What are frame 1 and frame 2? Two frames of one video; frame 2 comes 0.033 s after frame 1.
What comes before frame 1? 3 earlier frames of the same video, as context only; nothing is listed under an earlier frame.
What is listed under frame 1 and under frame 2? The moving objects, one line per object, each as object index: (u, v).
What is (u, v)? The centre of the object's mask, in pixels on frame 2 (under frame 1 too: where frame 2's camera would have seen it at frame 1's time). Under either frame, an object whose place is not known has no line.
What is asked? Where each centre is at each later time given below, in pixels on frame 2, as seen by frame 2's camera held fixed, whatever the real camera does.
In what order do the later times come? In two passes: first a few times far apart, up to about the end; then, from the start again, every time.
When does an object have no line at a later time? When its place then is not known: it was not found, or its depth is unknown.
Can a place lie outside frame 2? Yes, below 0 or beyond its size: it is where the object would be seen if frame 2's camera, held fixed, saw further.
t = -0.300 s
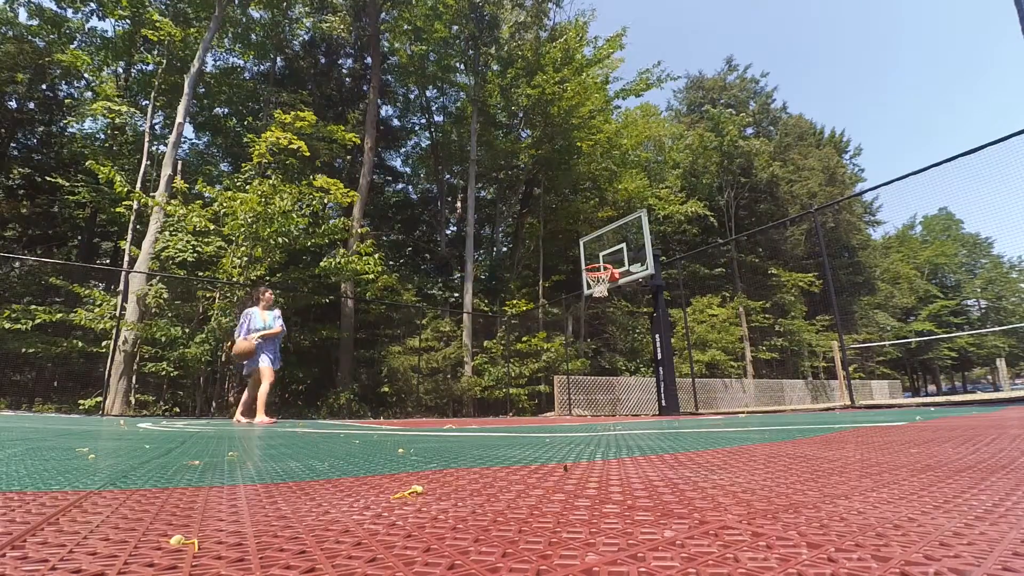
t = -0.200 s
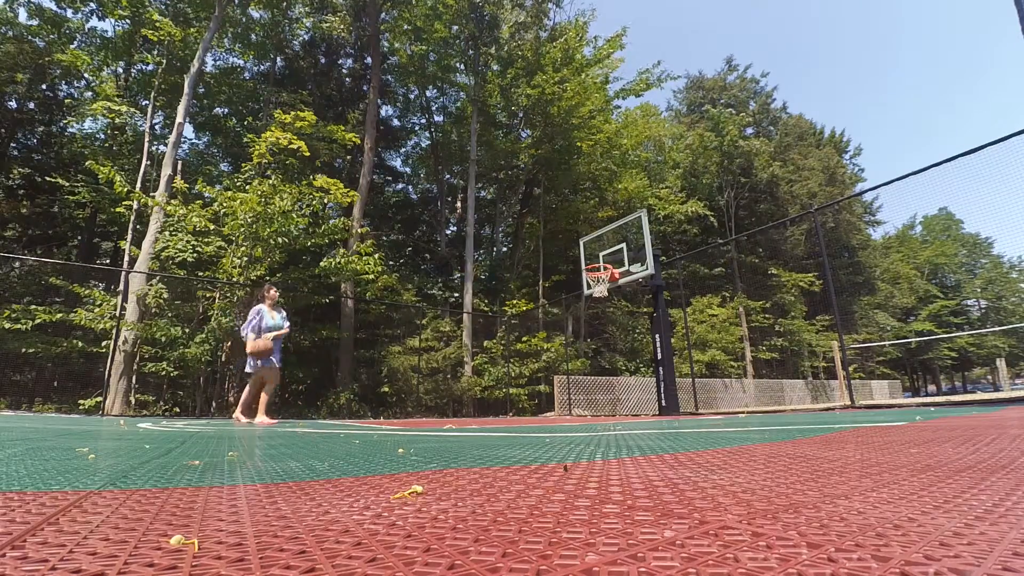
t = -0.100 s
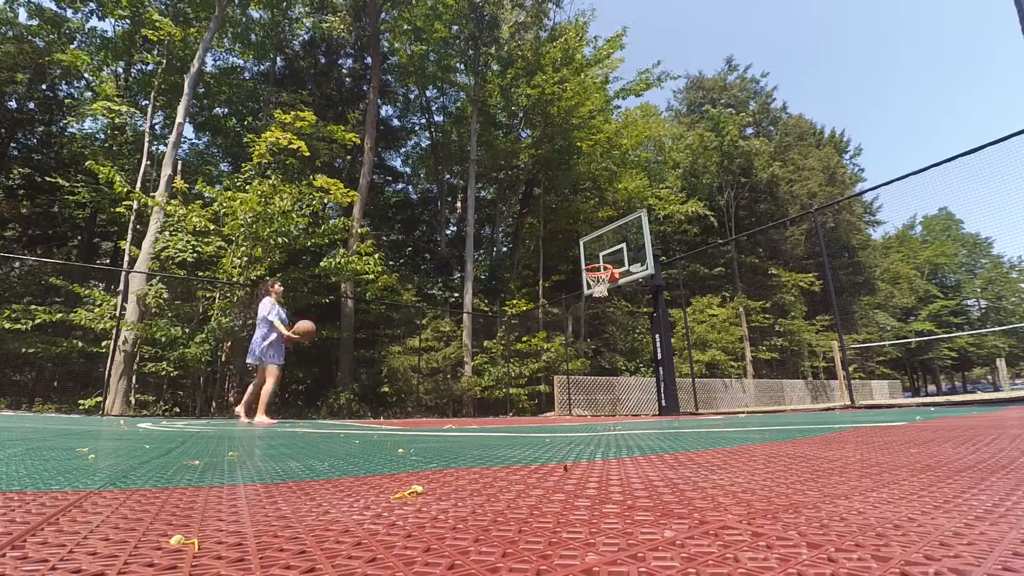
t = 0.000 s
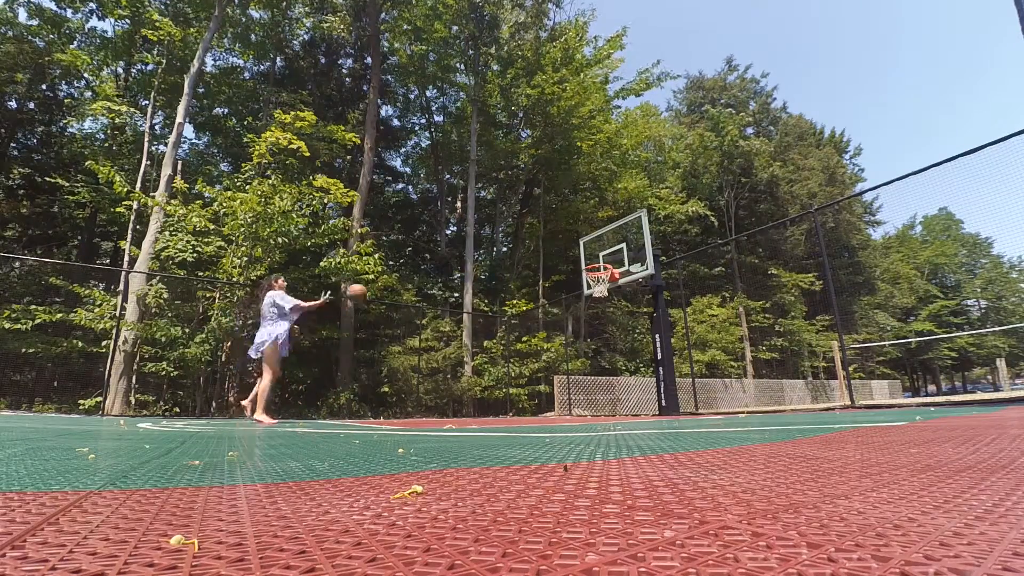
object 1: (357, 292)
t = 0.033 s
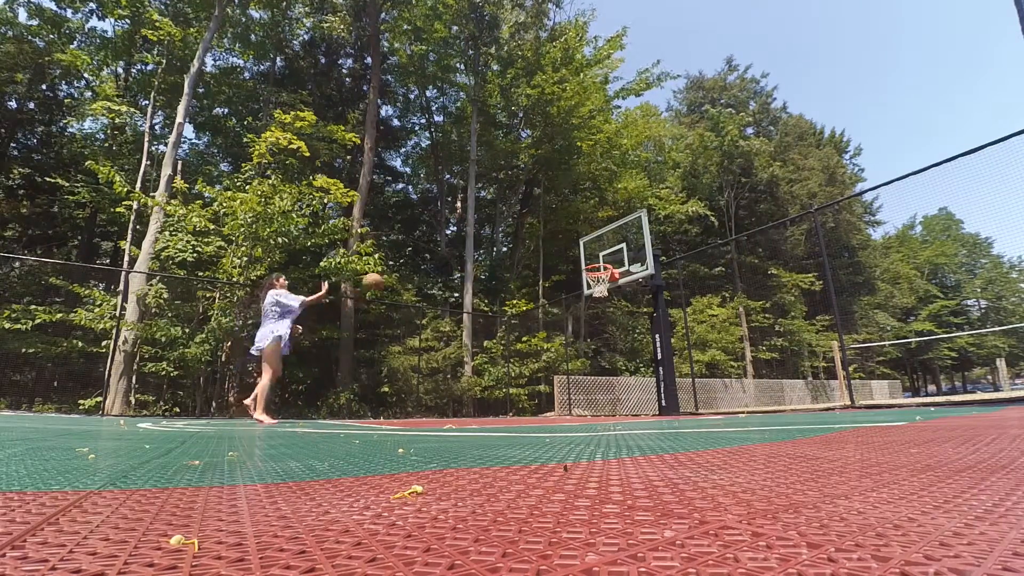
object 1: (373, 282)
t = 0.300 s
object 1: (479, 233)
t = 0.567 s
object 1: (562, 239)
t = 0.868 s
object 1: (599, 241)
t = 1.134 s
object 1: (568, 219)
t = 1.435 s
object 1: (532, 240)
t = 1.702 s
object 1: (494, 317)
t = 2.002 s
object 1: (465, 357)
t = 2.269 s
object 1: (475, 280)
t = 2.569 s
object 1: (483, 258)
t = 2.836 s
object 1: (492, 295)
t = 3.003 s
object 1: (500, 349)
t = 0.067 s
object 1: (388, 273)
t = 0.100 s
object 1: (402, 264)
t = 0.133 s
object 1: (417, 257)
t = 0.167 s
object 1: (430, 250)
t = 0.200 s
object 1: (443, 245)
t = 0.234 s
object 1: (456, 241)
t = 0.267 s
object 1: (468, 237)
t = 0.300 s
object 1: (479, 233)
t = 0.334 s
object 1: (490, 232)
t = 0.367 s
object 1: (502, 231)
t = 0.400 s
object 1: (512, 231)
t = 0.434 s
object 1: (522, 232)
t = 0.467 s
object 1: (533, 233)
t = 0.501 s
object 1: (543, 233)
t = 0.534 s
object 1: (552, 237)
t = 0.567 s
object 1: (562, 239)
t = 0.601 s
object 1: (571, 242)
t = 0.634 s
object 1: (580, 246)
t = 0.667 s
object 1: (589, 250)
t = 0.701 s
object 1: (597, 255)
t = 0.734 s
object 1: (606, 259)
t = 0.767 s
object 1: (610, 258)
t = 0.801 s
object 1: (607, 252)
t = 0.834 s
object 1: (603, 247)
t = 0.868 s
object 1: (599, 241)
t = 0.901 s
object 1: (595, 235)
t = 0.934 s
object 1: (591, 232)
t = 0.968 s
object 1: (587, 229)
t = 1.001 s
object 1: (583, 226)
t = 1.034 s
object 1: (581, 225)
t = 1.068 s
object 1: (575, 220)
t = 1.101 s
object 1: (572, 219)
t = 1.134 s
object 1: (568, 219)
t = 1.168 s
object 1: (563, 217)
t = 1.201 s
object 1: (560, 218)
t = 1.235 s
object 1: (555, 218)
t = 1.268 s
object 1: (552, 221)
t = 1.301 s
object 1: (549, 224)
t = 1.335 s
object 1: (545, 227)
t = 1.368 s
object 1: (540, 230)
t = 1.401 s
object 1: (536, 234)
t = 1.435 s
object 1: (532, 240)
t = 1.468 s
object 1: (527, 246)
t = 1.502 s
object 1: (523, 253)
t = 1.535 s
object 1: (518, 262)
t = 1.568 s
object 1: (513, 268)
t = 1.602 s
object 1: (508, 279)
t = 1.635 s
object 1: (504, 291)
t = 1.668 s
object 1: (499, 304)
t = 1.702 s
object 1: (494, 317)
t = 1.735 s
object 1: (488, 331)
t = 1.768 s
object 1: (483, 347)
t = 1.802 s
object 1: (477, 365)
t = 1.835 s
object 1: (469, 384)
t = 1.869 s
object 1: (464, 402)
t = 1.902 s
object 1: (462, 402)
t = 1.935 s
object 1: (463, 385)
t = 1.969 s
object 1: (465, 371)
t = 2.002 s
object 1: (465, 357)
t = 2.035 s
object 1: (466, 344)
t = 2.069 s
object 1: (468, 332)
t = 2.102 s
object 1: (469, 321)
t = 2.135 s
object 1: (469, 310)
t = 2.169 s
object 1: (471, 301)
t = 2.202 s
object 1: (472, 293)
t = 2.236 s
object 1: (474, 286)
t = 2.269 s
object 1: (475, 280)
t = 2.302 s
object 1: (476, 273)
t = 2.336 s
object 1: (476, 268)
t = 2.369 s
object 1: (478, 264)
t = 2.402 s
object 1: (478, 261)
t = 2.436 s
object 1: (479, 259)
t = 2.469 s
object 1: (481, 258)
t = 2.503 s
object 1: (481, 258)
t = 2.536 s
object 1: (481, 258)
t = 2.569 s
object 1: (483, 258)
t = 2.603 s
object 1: (484, 259)
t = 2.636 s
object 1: (485, 262)
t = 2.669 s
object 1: (486, 265)
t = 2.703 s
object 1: (488, 269)
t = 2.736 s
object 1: (489, 274)
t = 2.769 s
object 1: (490, 280)
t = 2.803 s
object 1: (491, 287)
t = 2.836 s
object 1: (492, 295)
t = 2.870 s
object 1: (494, 302)
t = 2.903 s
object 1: (494, 313)
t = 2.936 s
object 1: (496, 323)
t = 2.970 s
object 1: (498, 335)
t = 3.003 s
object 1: (500, 349)
